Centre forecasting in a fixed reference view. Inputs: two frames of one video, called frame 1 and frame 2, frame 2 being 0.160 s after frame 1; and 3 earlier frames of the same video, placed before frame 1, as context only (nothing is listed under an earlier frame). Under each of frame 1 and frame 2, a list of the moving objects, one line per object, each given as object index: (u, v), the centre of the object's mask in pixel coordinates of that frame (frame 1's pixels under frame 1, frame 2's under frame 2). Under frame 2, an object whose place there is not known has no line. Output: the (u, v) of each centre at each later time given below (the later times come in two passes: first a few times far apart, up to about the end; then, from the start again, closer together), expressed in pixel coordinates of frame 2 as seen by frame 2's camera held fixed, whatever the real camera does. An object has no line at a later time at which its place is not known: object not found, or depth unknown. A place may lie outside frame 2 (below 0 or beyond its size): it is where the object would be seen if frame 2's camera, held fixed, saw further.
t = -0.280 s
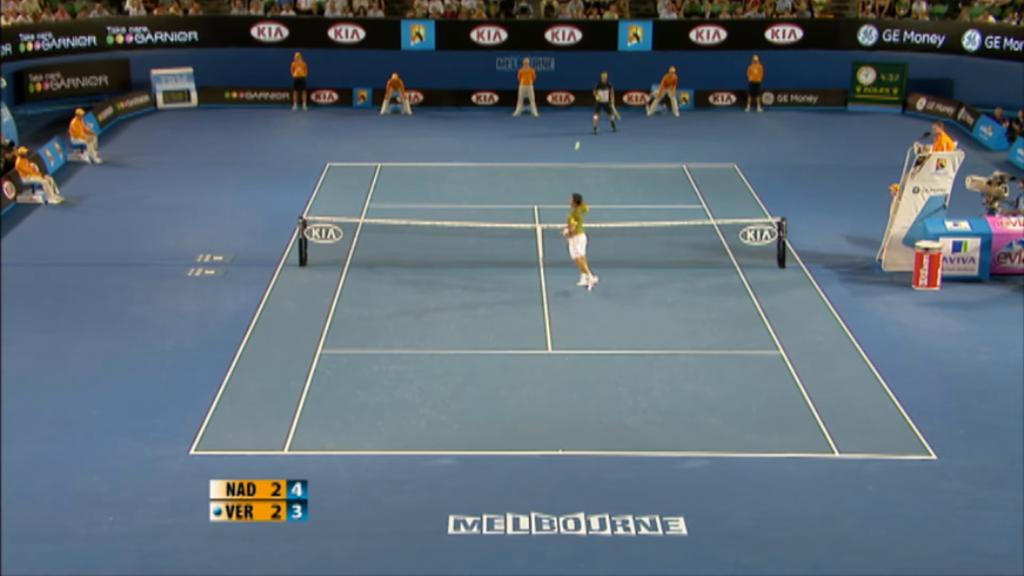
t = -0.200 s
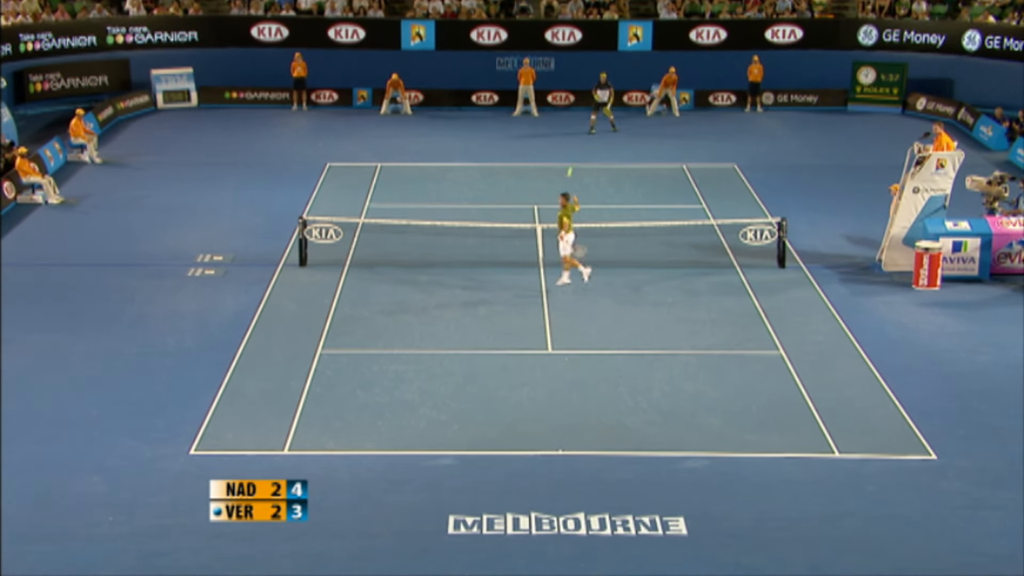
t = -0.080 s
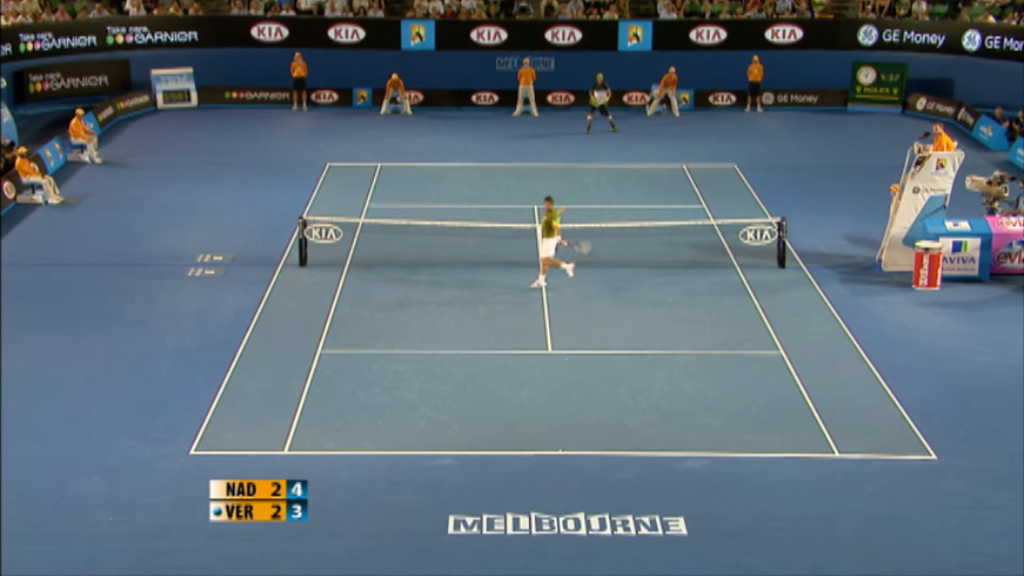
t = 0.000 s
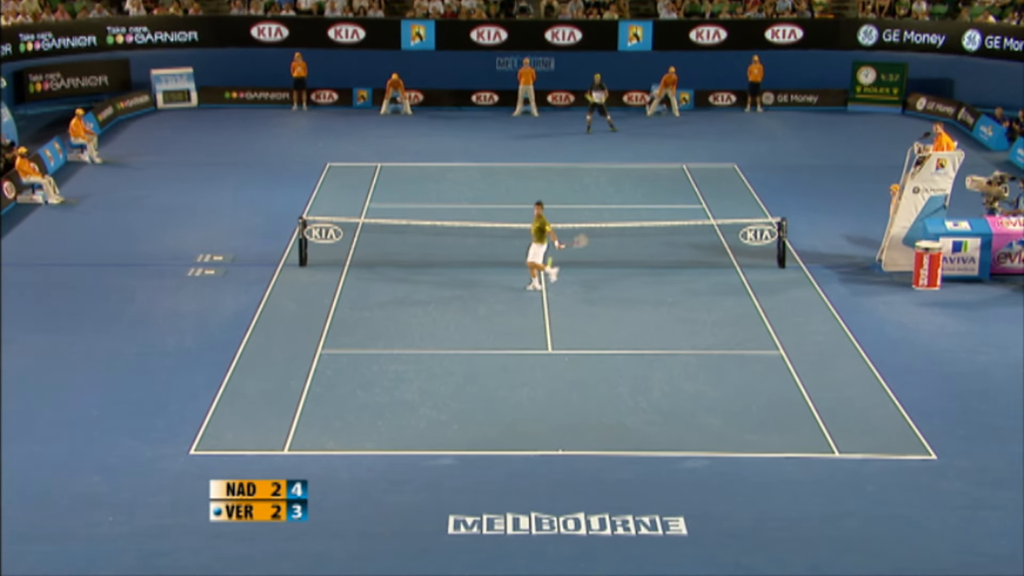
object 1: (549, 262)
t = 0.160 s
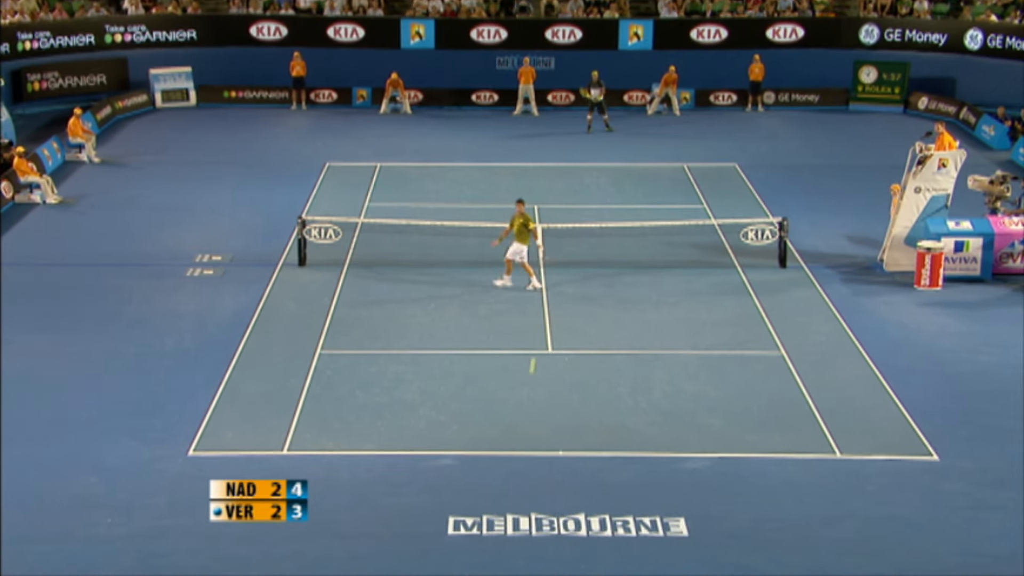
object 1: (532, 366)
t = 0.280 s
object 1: (519, 462)
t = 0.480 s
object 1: (501, 476)
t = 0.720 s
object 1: (477, 482)
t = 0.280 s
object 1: (519, 462)
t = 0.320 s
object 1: (515, 495)
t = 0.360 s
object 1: (511, 492)
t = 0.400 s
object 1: (508, 486)
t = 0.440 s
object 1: (504, 480)
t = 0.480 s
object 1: (501, 476)
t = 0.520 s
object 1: (497, 474)
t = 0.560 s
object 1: (493, 473)
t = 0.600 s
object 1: (489, 473)
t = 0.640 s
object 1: (485, 474)
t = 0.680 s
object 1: (481, 477)
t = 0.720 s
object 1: (477, 482)
